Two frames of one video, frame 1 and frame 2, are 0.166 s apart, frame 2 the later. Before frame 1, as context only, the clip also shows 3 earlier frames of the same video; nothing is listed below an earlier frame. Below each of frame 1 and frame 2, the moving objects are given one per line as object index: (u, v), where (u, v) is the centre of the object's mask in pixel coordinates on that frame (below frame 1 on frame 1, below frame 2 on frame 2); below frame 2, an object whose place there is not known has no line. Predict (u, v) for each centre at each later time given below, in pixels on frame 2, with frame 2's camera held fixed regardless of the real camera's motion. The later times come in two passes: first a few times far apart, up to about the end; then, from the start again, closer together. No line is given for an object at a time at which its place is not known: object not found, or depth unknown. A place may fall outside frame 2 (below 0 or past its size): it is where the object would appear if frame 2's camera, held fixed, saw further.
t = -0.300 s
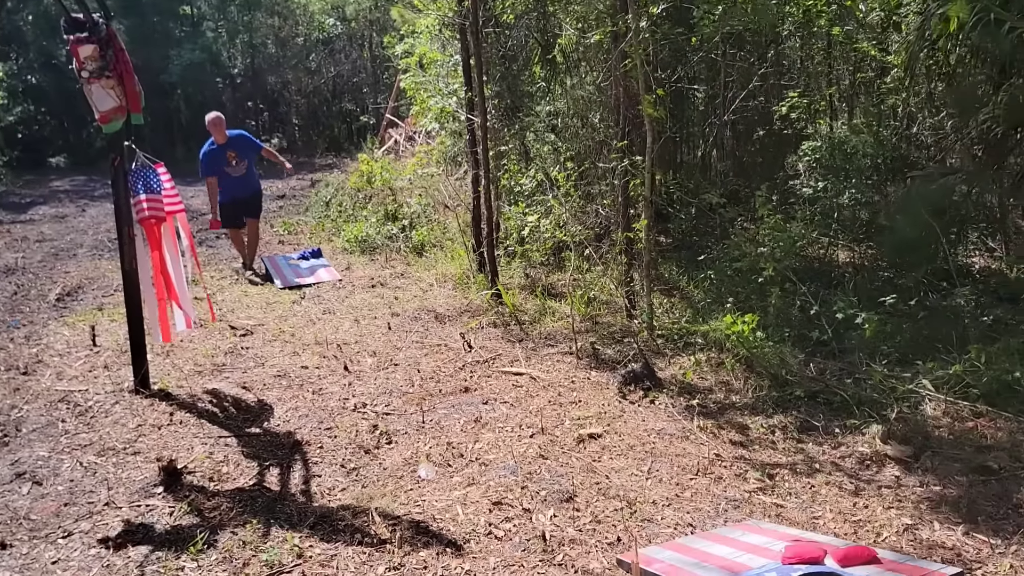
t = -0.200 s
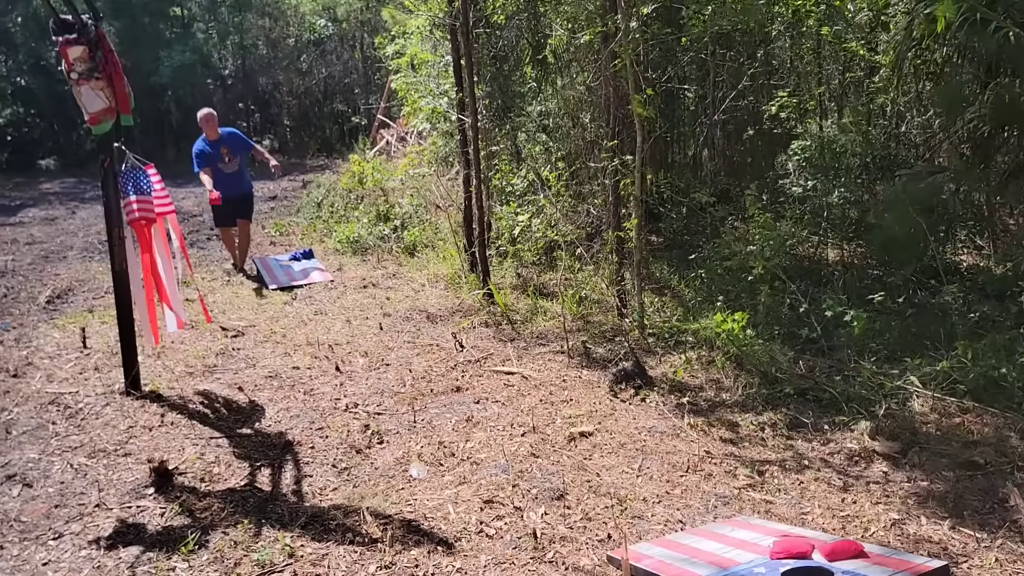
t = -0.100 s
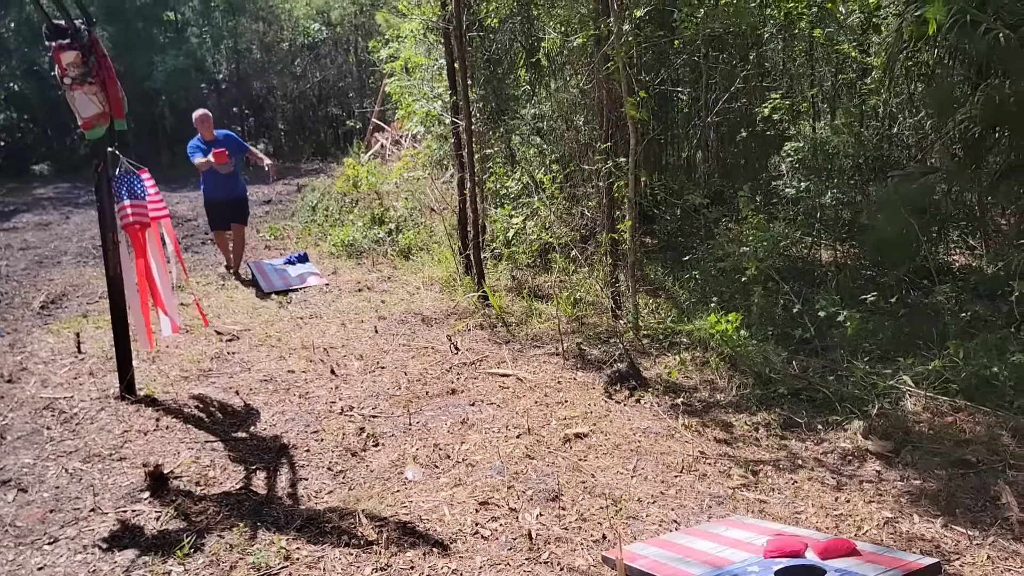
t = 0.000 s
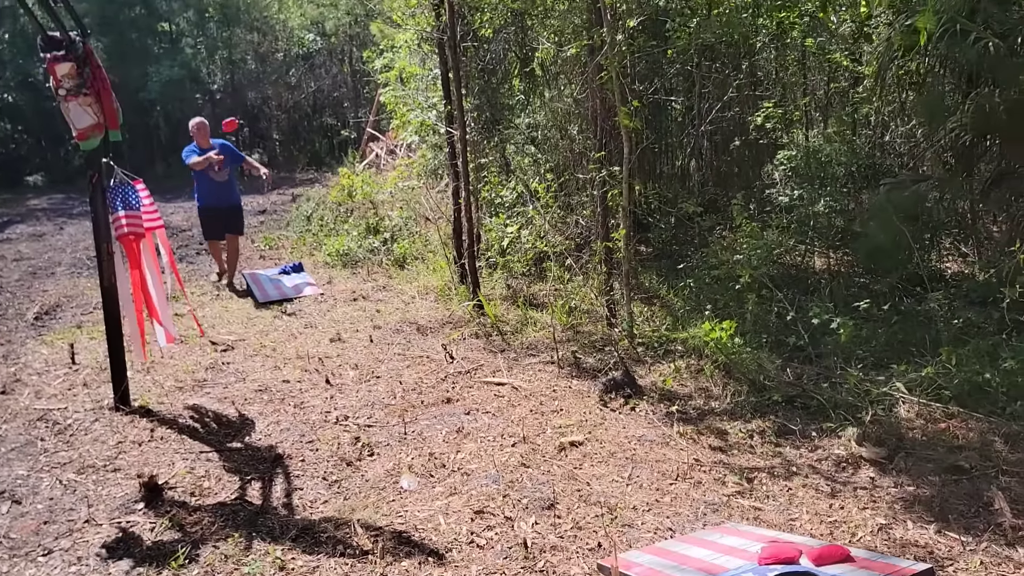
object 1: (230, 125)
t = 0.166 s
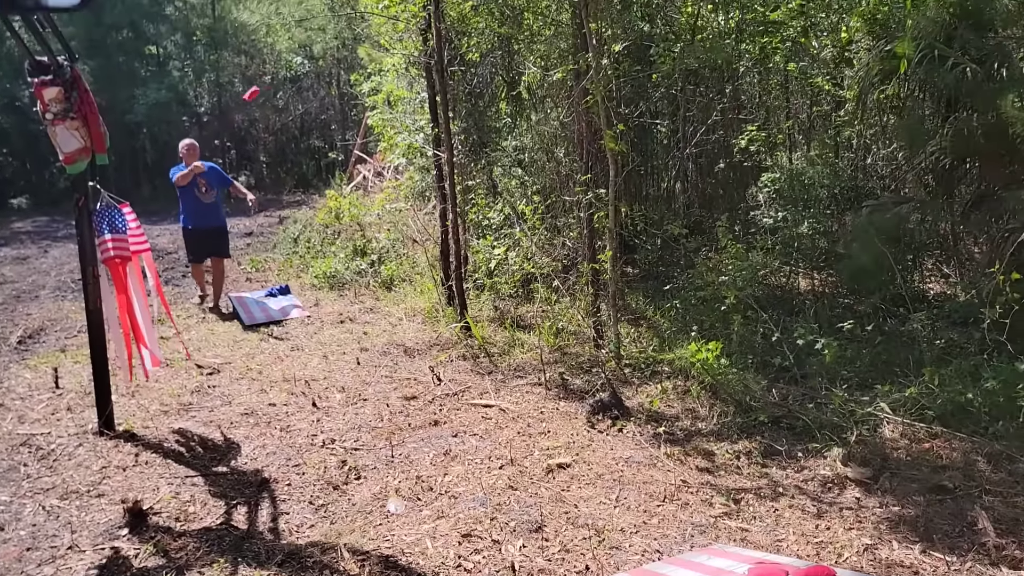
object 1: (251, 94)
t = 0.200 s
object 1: (260, 85)
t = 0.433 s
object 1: (344, 73)
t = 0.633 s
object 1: (464, 155)
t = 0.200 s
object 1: (260, 85)
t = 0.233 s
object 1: (269, 80)
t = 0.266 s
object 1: (279, 75)
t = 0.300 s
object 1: (290, 71)
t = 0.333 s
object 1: (302, 69)
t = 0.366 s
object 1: (315, 69)
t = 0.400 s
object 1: (329, 70)
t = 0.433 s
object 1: (344, 73)
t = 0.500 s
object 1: (378, 90)
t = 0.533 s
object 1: (397, 102)
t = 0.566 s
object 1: (418, 116)
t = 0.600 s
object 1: (440, 134)
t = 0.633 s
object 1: (464, 155)
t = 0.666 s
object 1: (489, 180)
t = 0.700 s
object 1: (517, 208)
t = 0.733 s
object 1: (547, 243)
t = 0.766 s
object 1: (579, 284)
